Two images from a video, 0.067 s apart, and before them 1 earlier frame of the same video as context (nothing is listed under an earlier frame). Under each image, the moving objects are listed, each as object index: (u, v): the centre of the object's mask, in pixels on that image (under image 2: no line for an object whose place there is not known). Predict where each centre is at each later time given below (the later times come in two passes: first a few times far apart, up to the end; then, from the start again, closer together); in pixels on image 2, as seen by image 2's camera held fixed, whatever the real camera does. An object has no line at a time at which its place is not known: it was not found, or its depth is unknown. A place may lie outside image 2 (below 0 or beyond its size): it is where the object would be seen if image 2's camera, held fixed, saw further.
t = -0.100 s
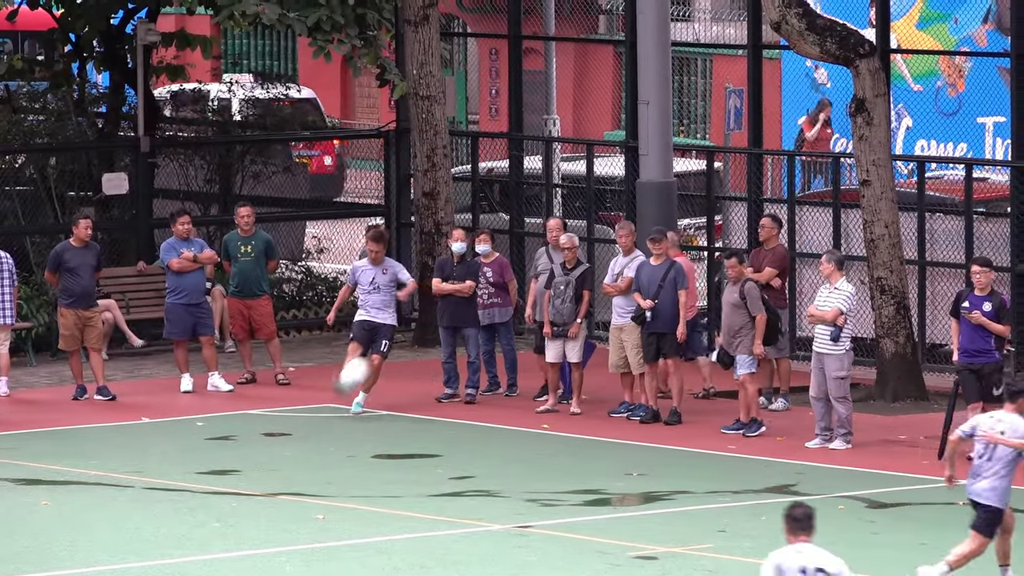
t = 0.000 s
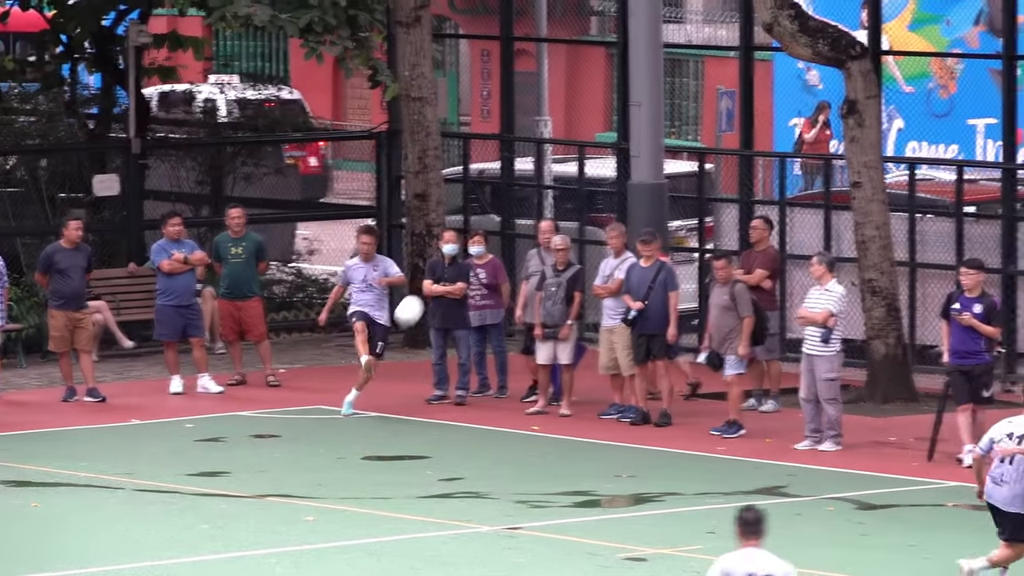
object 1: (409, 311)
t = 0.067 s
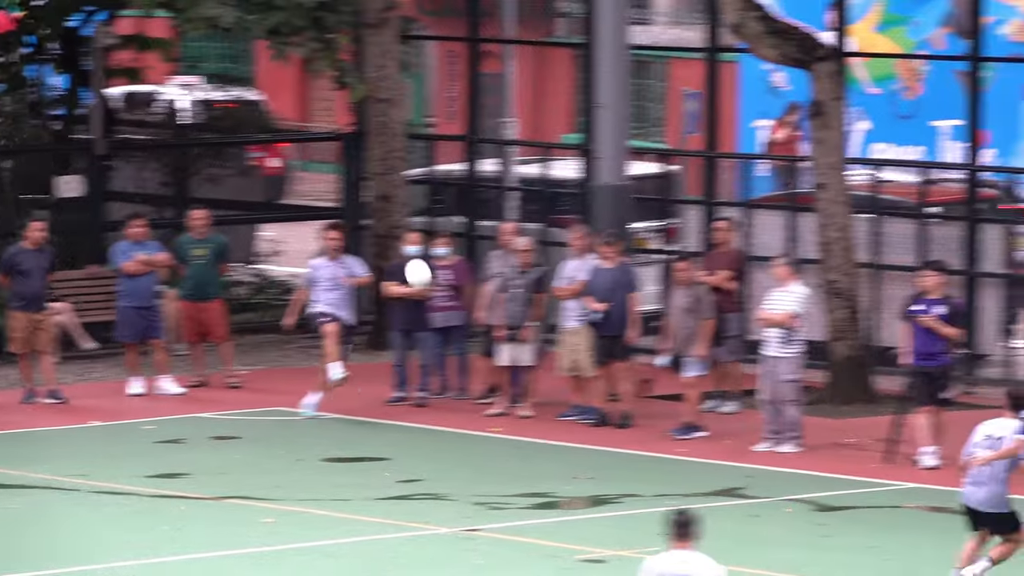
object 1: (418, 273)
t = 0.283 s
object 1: (589, 172)
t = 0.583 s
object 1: (876, 99)
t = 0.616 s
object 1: (912, 98)
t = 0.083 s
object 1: (430, 265)
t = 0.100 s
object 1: (442, 255)
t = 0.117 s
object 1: (455, 247)
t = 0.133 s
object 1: (468, 239)
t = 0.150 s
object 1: (481, 230)
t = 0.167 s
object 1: (493, 222)
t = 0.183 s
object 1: (507, 214)
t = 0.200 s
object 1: (520, 206)
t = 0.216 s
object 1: (534, 199)
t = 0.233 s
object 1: (548, 192)
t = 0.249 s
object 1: (561, 184)
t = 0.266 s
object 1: (575, 178)
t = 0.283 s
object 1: (589, 172)
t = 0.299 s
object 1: (604, 166)
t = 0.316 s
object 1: (618, 159)
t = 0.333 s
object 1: (633, 152)
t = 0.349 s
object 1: (648, 147)
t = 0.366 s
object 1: (662, 142)
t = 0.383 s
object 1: (678, 137)
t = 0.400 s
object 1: (693, 133)
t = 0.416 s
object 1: (708, 129)
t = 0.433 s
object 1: (724, 125)
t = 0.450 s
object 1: (740, 121)
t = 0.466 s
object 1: (757, 117)
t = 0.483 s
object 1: (773, 113)
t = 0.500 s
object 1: (790, 111)
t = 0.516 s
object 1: (806, 109)
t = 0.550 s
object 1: (841, 103)
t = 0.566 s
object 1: (859, 101)
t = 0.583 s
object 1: (876, 99)
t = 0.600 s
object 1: (894, 98)
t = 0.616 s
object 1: (912, 98)
